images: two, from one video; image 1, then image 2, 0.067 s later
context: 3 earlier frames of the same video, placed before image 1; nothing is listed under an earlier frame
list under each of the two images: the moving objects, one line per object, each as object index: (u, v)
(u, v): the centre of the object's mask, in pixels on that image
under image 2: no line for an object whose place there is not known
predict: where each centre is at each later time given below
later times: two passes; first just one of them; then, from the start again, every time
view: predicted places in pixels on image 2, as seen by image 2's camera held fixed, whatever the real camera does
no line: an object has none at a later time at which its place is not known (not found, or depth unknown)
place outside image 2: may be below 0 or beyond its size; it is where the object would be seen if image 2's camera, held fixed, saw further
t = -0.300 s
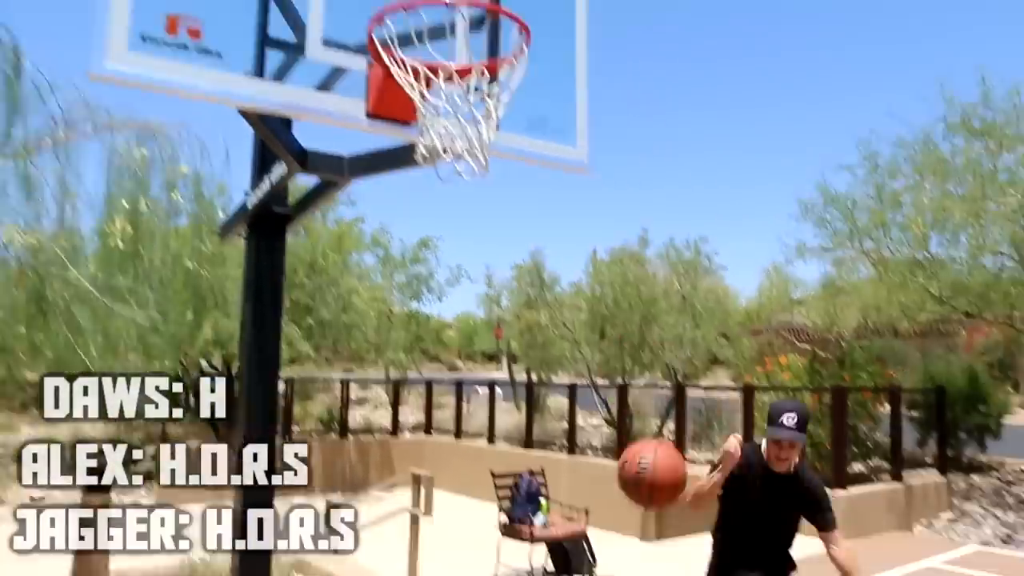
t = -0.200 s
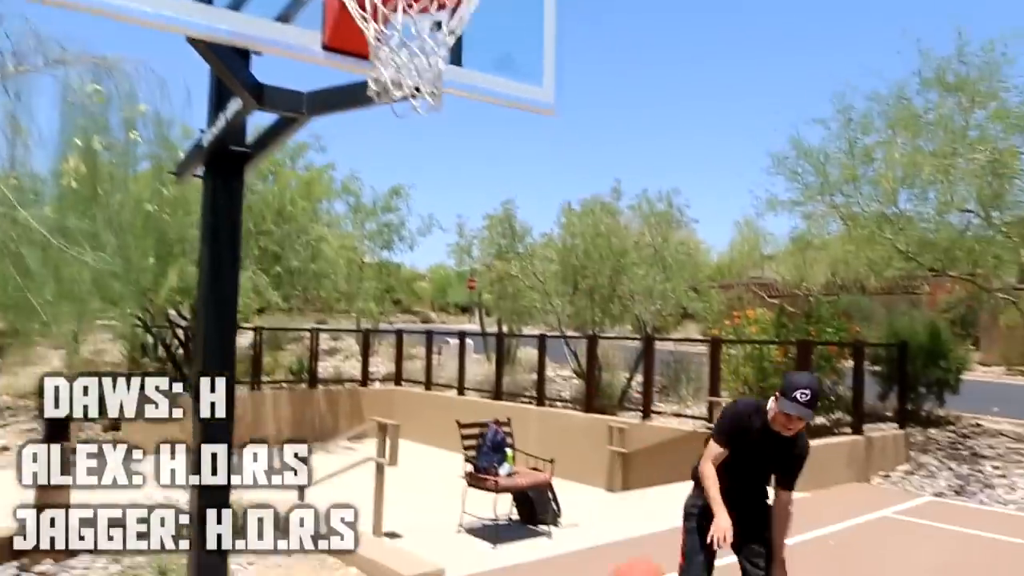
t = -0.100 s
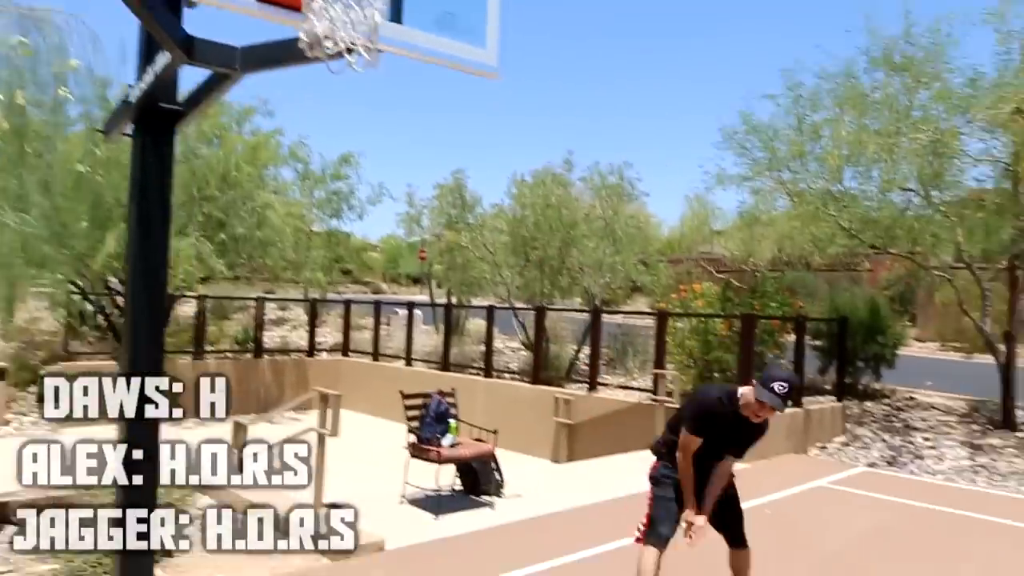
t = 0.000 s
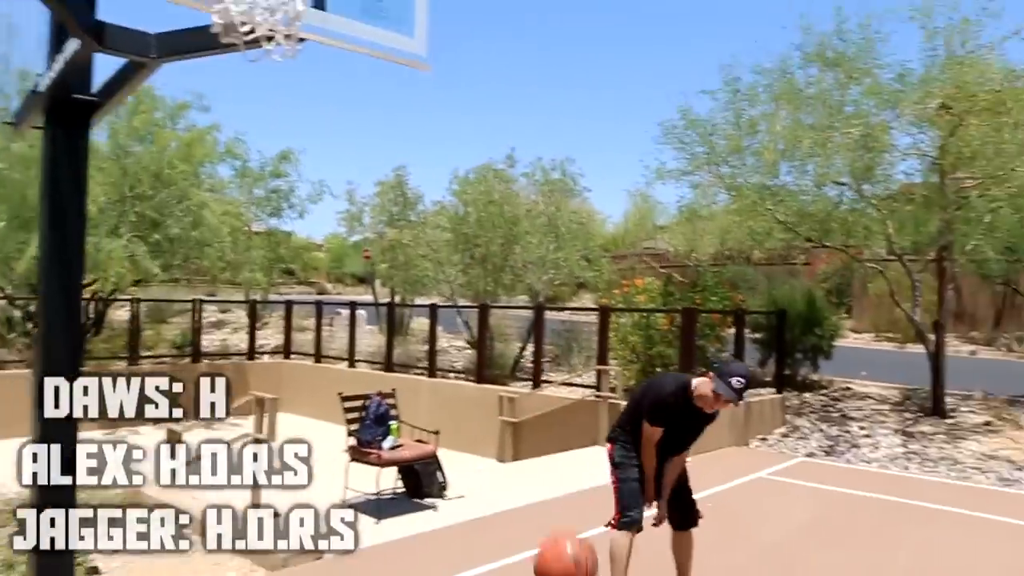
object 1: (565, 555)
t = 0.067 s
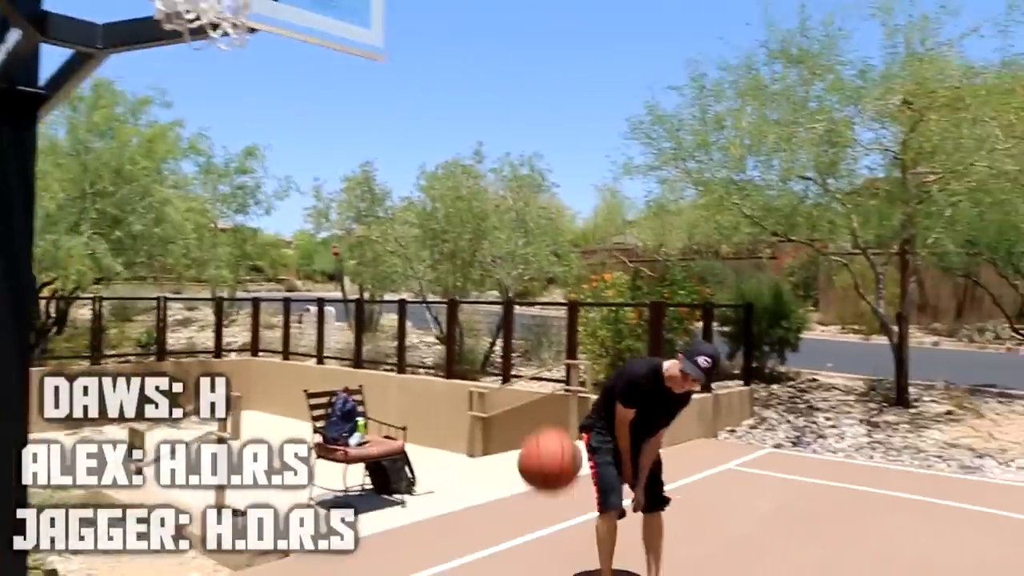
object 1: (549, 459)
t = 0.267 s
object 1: (588, 252)
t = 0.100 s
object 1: (556, 418)
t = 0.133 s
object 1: (565, 377)
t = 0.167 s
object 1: (573, 341)
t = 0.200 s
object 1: (576, 309)
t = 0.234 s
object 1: (584, 279)
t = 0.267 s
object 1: (588, 252)
